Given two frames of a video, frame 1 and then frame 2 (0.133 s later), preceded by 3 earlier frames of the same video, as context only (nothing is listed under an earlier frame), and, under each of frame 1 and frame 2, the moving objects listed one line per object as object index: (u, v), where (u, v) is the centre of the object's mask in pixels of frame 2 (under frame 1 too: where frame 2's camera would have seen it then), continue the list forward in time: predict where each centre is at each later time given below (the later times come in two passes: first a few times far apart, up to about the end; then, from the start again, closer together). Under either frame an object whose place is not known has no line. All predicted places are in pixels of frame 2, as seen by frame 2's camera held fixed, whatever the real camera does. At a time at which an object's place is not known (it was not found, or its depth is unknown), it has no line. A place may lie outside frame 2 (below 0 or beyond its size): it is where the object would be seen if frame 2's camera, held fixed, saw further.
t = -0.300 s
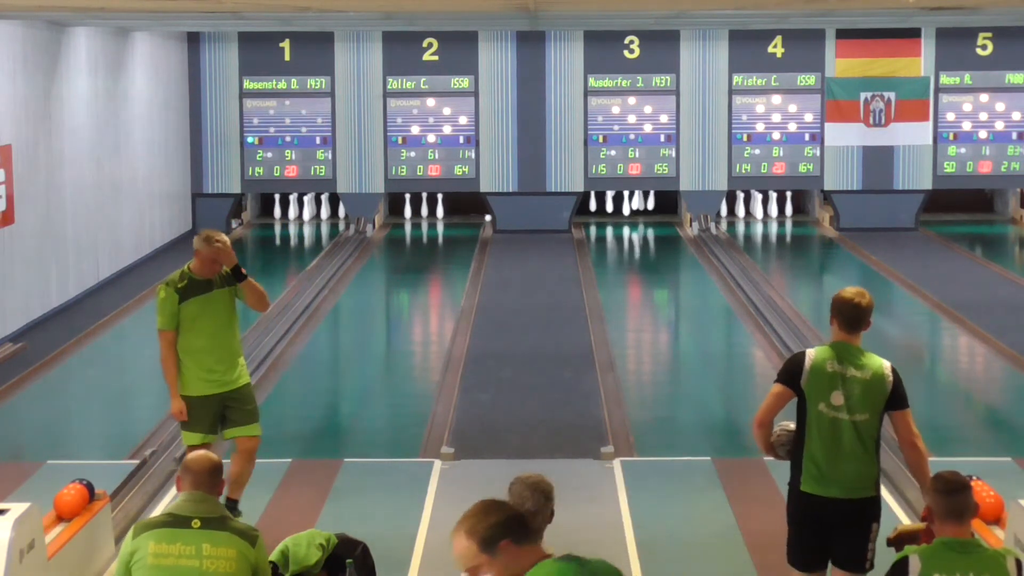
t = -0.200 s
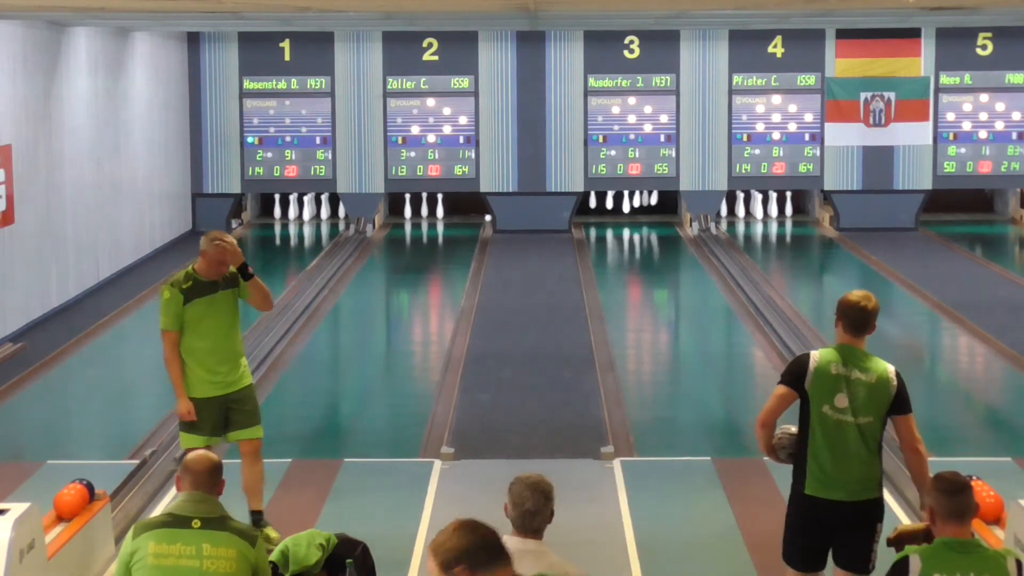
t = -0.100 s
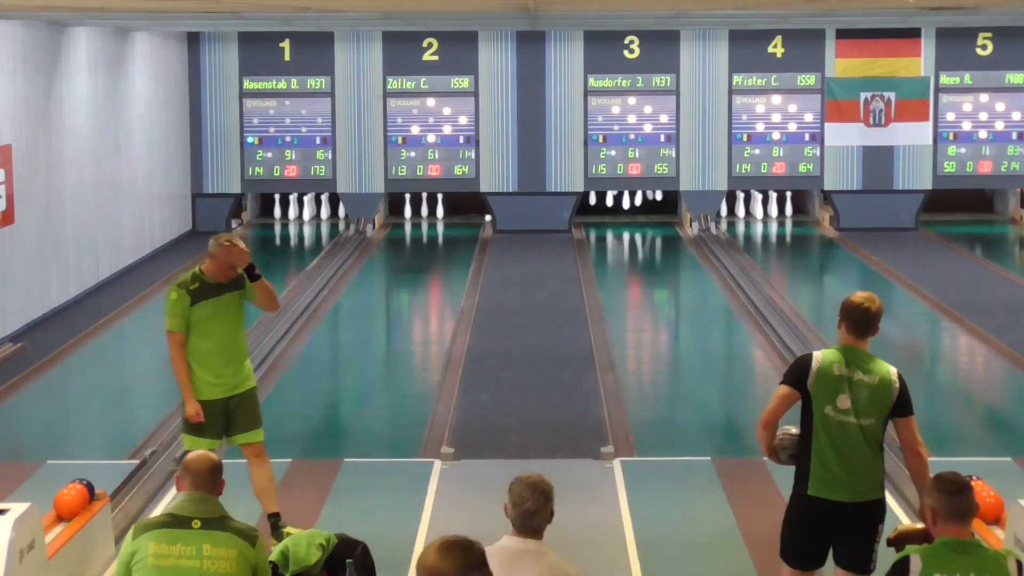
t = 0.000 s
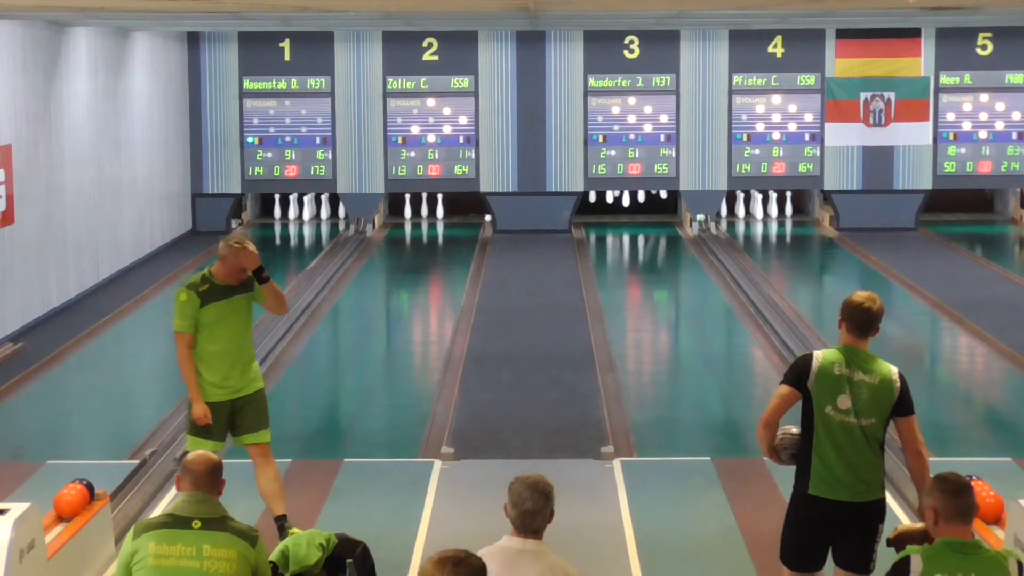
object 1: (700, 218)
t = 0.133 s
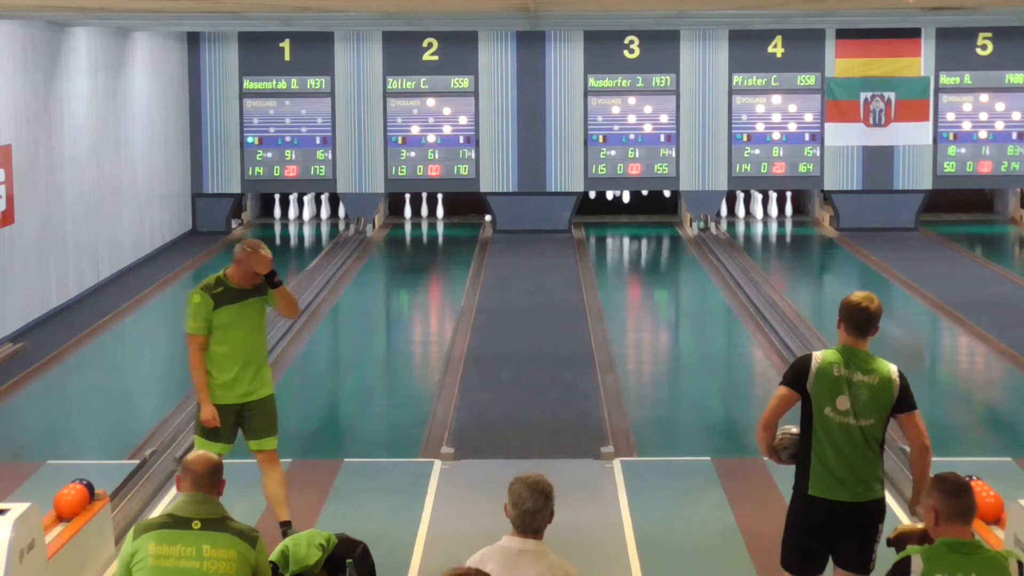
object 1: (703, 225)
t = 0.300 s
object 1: (705, 229)
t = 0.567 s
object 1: (711, 236)
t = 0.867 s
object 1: (719, 244)
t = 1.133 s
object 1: (725, 252)
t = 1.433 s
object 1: (733, 261)
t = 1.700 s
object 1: (741, 271)
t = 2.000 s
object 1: (750, 282)
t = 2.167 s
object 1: (756, 289)
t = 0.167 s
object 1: (703, 225)
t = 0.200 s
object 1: (704, 226)
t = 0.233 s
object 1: (704, 227)
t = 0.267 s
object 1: (705, 228)
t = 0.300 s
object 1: (705, 229)
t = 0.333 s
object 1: (706, 229)
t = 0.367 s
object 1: (707, 231)
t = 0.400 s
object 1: (708, 232)
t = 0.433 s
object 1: (708, 231)
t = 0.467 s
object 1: (709, 233)
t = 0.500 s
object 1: (710, 234)
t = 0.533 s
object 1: (710, 234)
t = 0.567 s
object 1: (711, 236)
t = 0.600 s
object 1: (713, 238)
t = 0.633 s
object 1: (713, 238)
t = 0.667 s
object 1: (713, 239)
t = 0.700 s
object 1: (715, 240)
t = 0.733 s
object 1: (715, 241)
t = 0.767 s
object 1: (716, 241)
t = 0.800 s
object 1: (716, 243)
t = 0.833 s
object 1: (717, 244)
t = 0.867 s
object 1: (719, 244)
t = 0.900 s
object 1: (719, 246)
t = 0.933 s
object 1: (720, 247)
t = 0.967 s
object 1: (721, 247)
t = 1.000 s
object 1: (721, 249)
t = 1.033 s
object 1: (722, 250)
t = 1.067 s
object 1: (723, 250)
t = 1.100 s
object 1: (724, 251)
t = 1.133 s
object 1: (725, 252)
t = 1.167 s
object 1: (726, 254)
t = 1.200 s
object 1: (727, 254)
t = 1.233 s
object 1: (727, 255)
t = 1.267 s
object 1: (729, 257)
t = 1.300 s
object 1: (730, 257)
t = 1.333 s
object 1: (730, 258)
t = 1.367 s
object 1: (731, 260)
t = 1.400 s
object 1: (732, 261)
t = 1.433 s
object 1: (733, 261)
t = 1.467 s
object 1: (734, 263)
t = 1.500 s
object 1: (735, 264)
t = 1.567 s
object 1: (737, 266)
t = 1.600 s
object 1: (738, 268)
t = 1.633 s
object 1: (739, 268)
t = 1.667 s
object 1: (740, 269)
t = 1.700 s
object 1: (741, 271)
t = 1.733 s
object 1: (741, 272)
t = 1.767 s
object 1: (743, 273)
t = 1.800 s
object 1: (744, 275)
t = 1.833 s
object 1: (744, 276)
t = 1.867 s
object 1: (746, 277)
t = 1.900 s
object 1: (747, 279)
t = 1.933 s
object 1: (748, 280)
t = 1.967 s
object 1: (749, 281)
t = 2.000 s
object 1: (750, 282)
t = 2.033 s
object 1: (751, 283)
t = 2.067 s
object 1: (752, 285)
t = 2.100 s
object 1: (754, 286)
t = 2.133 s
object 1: (754, 287)
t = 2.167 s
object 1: (756, 289)
